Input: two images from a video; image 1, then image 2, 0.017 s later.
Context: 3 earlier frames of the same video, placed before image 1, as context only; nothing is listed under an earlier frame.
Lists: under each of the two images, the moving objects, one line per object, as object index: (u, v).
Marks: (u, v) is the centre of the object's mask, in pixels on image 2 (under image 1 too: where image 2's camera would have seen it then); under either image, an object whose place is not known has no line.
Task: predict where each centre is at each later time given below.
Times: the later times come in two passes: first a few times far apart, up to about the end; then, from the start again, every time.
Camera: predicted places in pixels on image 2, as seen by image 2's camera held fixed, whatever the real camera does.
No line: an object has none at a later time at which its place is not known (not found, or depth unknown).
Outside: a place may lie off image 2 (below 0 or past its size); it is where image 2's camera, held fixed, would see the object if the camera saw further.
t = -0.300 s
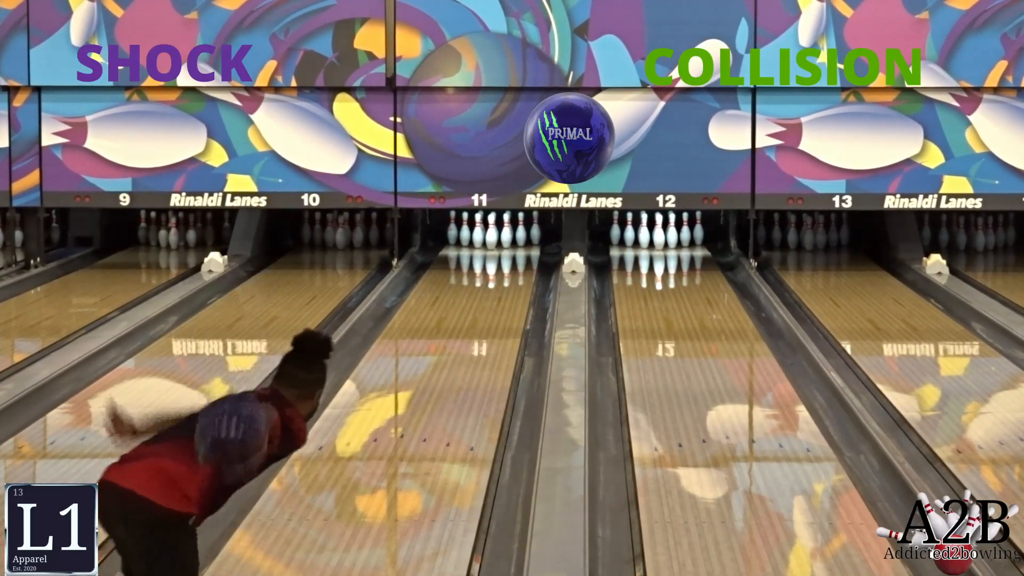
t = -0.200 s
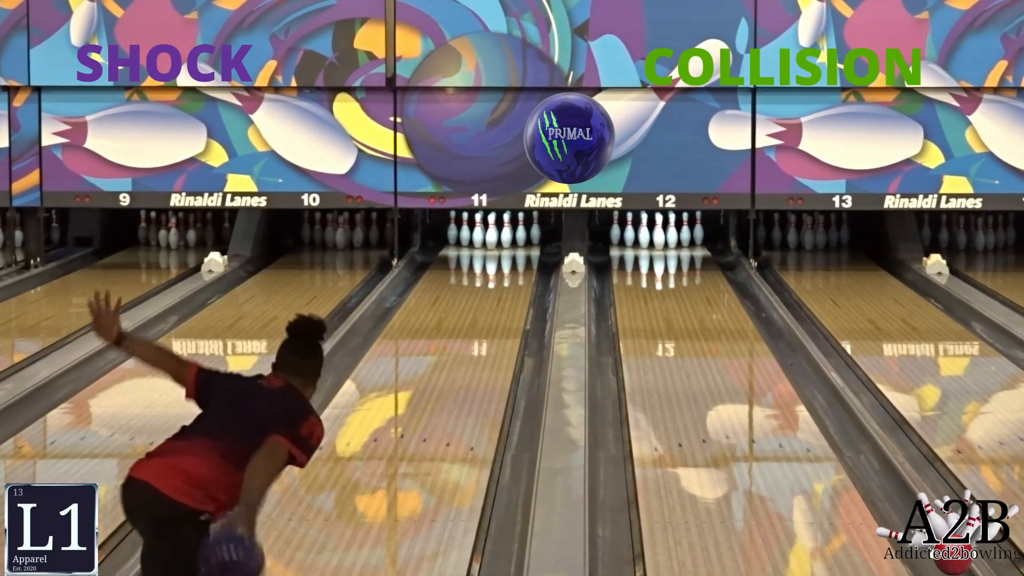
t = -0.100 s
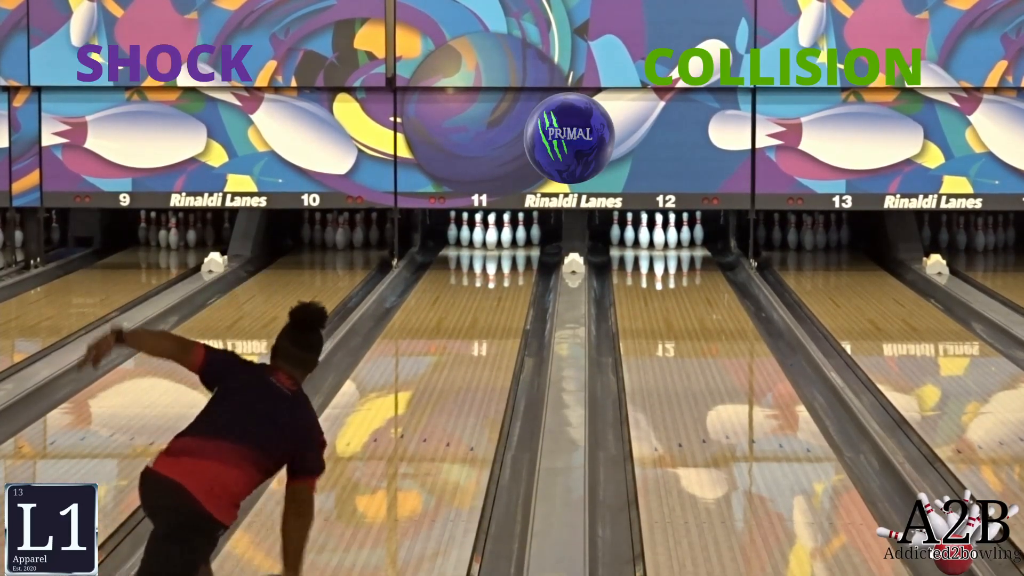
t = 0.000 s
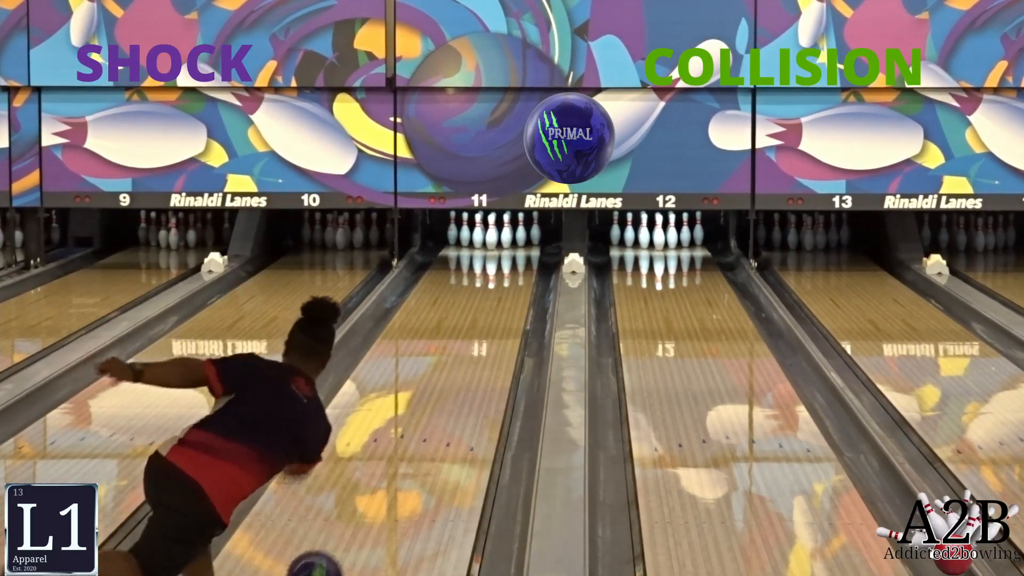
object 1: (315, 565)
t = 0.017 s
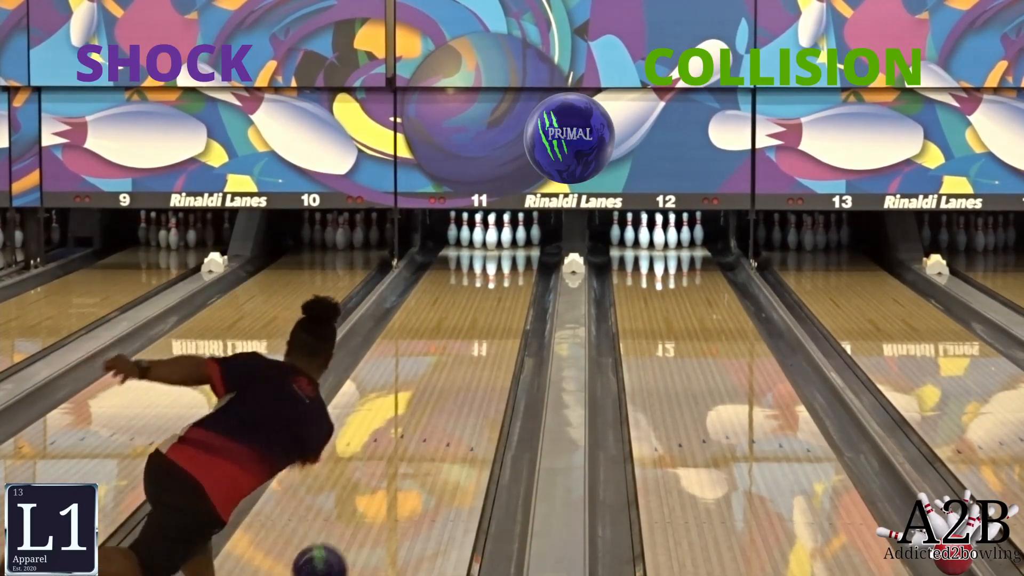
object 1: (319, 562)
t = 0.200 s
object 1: (366, 503)
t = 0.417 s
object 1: (408, 447)
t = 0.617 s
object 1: (435, 402)
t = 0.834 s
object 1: (458, 365)
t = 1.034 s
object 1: (476, 338)
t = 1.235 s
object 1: (489, 314)
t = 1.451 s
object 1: (501, 294)
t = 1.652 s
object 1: (508, 278)
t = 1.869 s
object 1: (511, 263)
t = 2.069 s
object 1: (505, 252)
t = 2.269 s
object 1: (494, 241)
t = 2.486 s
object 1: (481, 235)
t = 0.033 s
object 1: (325, 558)
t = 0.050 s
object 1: (329, 555)
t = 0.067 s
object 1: (334, 550)
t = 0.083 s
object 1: (338, 545)
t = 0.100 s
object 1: (343, 538)
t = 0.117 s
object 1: (347, 532)
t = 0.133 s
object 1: (351, 526)
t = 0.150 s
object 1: (355, 521)
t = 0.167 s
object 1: (359, 515)
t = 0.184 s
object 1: (362, 509)
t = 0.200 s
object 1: (366, 503)
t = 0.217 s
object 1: (370, 498)
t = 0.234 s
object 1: (373, 493)
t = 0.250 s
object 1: (377, 488)
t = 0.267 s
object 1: (380, 483)
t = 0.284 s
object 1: (383, 478)
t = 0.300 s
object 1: (386, 474)
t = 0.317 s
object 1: (389, 469)
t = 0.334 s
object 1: (392, 465)
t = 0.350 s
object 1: (395, 461)
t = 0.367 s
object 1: (399, 456)
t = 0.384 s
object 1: (401, 452)
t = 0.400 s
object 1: (404, 448)
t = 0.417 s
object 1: (408, 447)
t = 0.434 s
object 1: (411, 440)
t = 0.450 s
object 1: (412, 436)
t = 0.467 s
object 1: (414, 432)
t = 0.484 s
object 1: (417, 429)
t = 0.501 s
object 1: (419, 425)
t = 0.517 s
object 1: (422, 422)
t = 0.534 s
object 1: (424, 418)
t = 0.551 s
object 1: (426, 415)
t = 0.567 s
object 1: (428, 411)
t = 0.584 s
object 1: (431, 408)
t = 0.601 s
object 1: (433, 405)
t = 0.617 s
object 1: (435, 402)
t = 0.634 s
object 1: (437, 399)
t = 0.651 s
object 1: (439, 396)
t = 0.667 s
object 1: (441, 392)
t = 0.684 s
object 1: (442, 390)
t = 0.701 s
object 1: (445, 387)
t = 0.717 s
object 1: (446, 384)
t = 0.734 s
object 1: (448, 381)
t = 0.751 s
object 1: (450, 378)
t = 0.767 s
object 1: (452, 375)
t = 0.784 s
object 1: (453, 373)
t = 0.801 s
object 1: (455, 370)
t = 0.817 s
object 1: (457, 368)
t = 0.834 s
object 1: (458, 365)
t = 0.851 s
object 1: (460, 362)
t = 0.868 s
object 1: (461, 360)
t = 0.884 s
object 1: (463, 358)
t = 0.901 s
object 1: (464, 356)
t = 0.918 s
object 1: (466, 353)
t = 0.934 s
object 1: (467, 351)
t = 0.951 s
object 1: (468, 348)
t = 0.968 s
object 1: (470, 346)
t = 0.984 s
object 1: (471, 344)
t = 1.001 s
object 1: (473, 342)
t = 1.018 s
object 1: (474, 340)
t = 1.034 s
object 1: (476, 338)
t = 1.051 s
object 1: (477, 336)
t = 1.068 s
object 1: (478, 333)
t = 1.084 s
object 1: (479, 331)
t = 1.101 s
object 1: (480, 329)
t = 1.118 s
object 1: (481, 328)
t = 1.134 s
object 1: (483, 325)
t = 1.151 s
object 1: (484, 324)
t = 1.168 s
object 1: (485, 322)
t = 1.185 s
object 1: (486, 320)
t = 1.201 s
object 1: (487, 318)
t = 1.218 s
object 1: (488, 316)
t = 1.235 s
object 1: (489, 314)
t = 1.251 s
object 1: (490, 313)
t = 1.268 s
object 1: (491, 311)
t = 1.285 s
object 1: (492, 310)
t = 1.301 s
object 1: (493, 308)
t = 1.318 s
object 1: (494, 307)
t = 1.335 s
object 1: (495, 305)
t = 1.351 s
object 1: (496, 303)
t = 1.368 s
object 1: (496, 302)
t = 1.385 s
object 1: (498, 300)
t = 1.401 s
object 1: (498, 299)
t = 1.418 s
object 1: (499, 297)
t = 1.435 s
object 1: (500, 295)
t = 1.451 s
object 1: (501, 294)
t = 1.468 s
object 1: (502, 293)
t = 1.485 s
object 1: (502, 291)
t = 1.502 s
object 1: (503, 290)
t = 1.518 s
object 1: (504, 288)
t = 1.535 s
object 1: (505, 287)
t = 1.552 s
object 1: (505, 286)
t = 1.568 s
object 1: (506, 284)
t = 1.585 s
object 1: (507, 283)
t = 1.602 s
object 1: (507, 282)
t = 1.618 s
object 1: (508, 280)
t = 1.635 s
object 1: (508, 279)
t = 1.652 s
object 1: (508, 278)
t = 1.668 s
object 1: (509, 277)
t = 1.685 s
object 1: (510, 275)
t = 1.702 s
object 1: (510, 274)
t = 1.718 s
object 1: (510, 273)
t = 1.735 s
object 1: (510, 272)
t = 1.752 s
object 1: (511, 271)
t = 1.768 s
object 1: (511, 269)
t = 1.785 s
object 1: (511, 268)
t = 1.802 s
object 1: (511, 267)
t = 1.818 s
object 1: (511, 266)
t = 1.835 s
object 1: (511, 265)
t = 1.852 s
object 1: (511, 264)
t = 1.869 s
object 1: (511, 263)
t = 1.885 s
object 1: (511, 262)
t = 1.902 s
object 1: (510, 261)
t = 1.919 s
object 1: (510, 260)
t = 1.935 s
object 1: (509, 260)
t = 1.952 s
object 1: (509, 259)
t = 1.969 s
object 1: (508, 258)
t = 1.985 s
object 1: (508, 257)
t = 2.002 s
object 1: (508, 256)
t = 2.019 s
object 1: (507, 255)
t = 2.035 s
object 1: (507, 255)
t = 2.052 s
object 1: (506, 253)
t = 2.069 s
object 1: (505, 252)
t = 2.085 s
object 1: (504, 251)
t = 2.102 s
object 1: (503, 250)
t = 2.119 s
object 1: (503, 249)
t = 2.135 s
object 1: (502, 248)
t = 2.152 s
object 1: (501, 247)
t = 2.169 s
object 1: (500, 246)
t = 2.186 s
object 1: (499, 245)
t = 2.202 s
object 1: (498, 244)
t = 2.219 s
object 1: (497, 243)
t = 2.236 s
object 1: (496, 243)
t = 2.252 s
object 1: (495, 242)
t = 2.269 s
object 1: (494, 241)
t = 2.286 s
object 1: (494, 241)
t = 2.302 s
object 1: (493, 240)
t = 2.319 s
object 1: (493, 239)
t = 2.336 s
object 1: (493, 239)
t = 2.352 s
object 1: (492, 238)
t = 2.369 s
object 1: (491, 238)
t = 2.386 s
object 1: (489, 237)
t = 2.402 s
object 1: (488, 237)
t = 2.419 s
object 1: (487, 236)
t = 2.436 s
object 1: (484, 236)
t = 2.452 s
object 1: (484, 235)
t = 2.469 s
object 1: (483, 235)
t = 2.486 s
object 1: (481, 235)
